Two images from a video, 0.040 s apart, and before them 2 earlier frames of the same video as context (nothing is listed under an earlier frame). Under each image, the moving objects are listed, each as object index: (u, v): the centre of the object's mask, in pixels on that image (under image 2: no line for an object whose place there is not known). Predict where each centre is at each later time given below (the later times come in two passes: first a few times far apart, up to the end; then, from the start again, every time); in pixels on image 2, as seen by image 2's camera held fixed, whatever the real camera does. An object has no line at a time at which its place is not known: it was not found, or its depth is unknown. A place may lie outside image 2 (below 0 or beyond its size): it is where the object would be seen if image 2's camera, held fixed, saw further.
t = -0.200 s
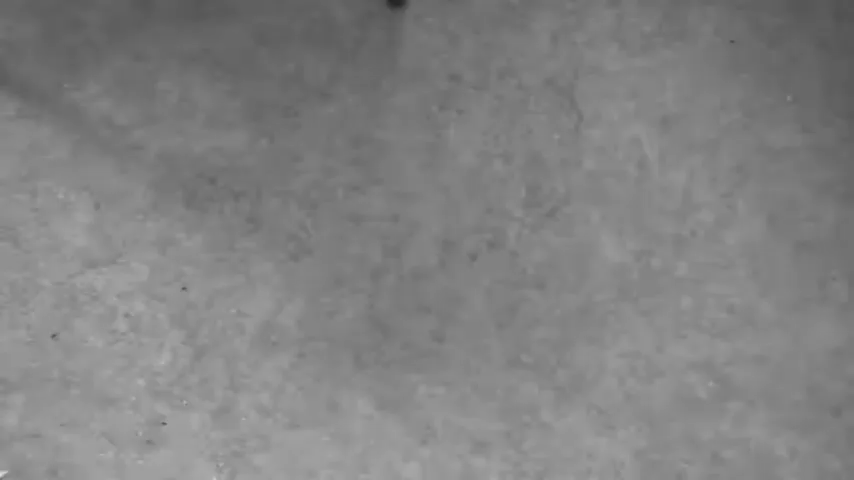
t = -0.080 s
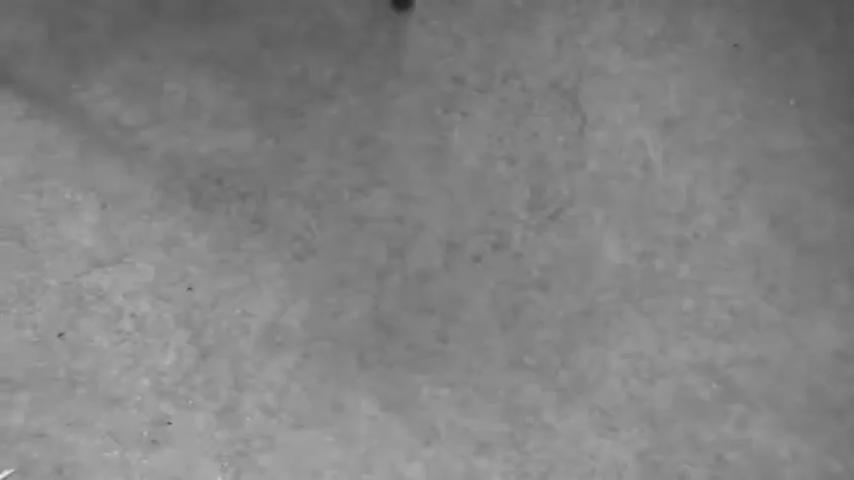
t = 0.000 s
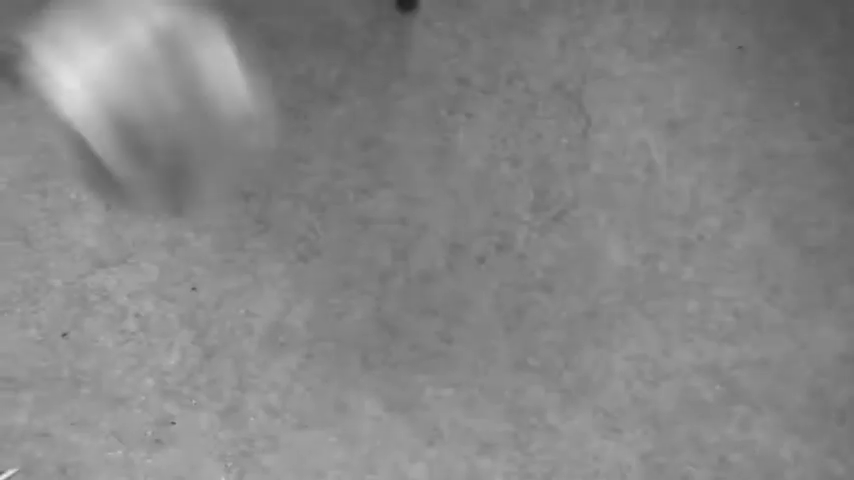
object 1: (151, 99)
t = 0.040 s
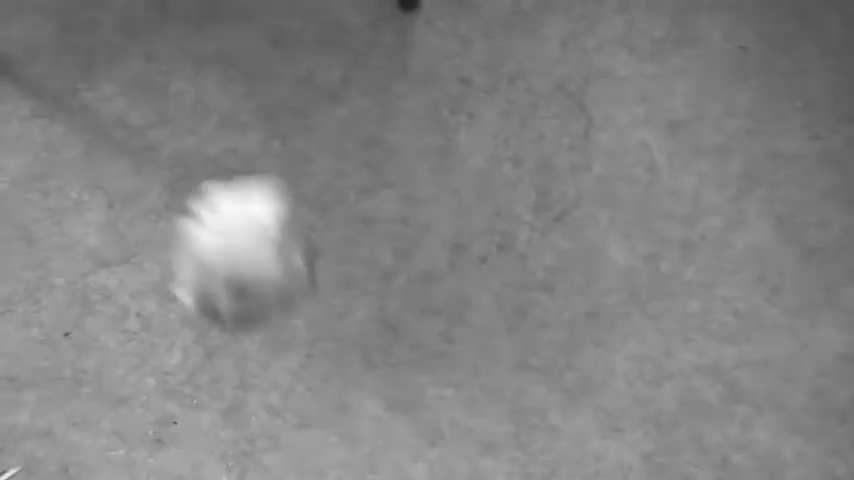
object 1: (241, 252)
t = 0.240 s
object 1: (224, 355)
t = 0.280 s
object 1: (192, 350)
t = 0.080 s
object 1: (289, 340)
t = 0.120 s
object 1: (322, 397)
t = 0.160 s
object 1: (290, 380)
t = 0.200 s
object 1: (254, 366)
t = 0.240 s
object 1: (224, 355)
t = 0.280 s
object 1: (192, 350)
